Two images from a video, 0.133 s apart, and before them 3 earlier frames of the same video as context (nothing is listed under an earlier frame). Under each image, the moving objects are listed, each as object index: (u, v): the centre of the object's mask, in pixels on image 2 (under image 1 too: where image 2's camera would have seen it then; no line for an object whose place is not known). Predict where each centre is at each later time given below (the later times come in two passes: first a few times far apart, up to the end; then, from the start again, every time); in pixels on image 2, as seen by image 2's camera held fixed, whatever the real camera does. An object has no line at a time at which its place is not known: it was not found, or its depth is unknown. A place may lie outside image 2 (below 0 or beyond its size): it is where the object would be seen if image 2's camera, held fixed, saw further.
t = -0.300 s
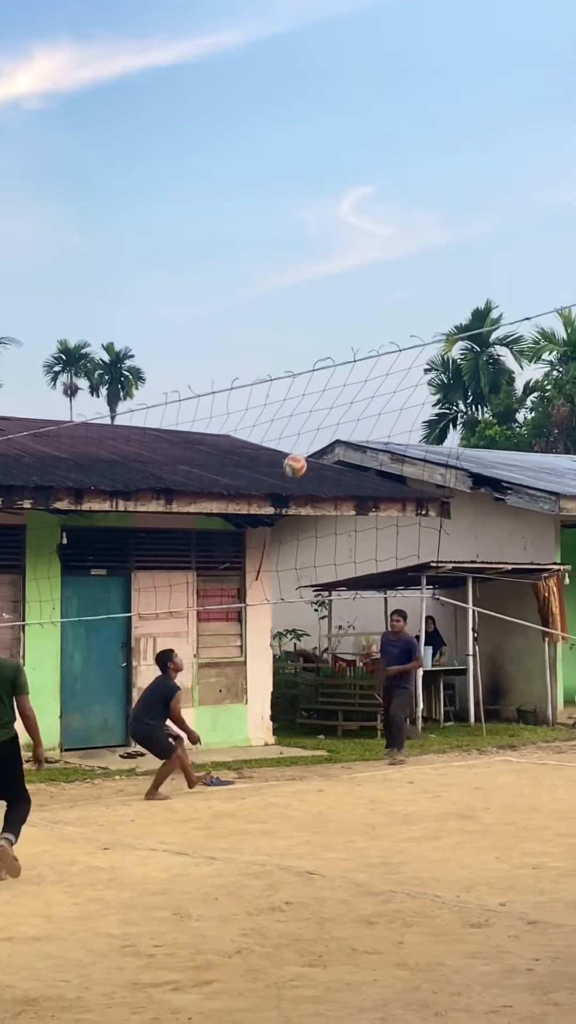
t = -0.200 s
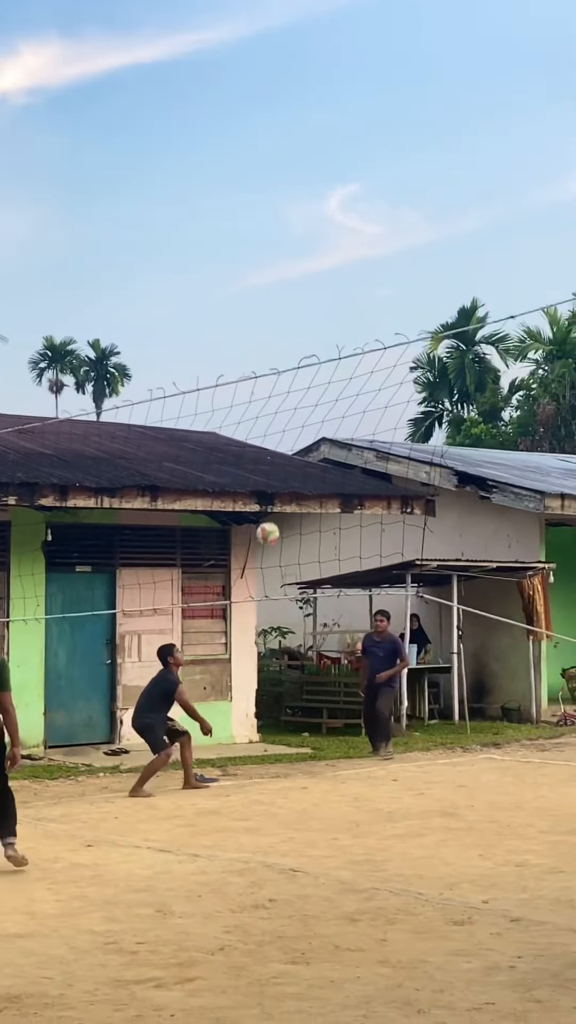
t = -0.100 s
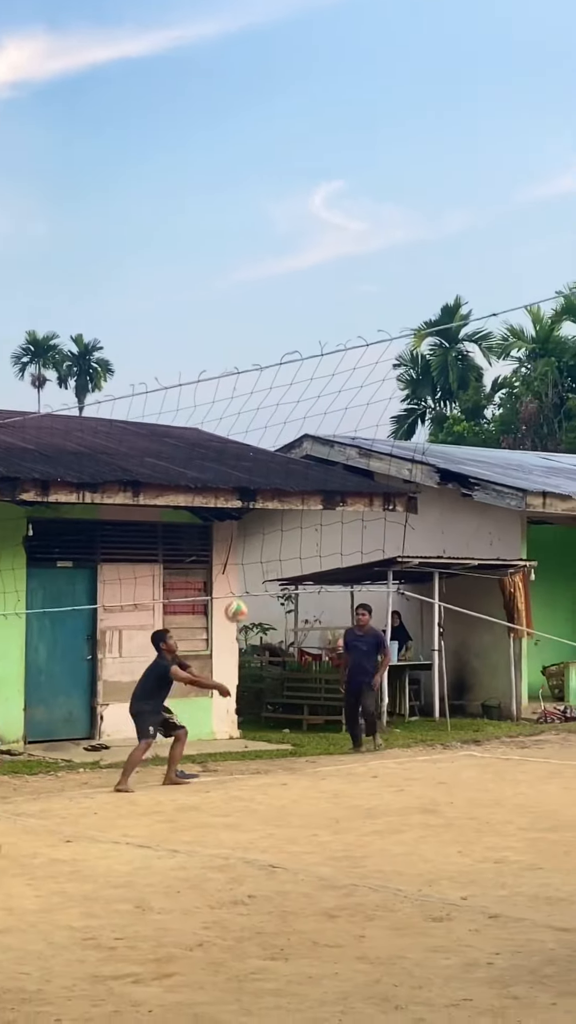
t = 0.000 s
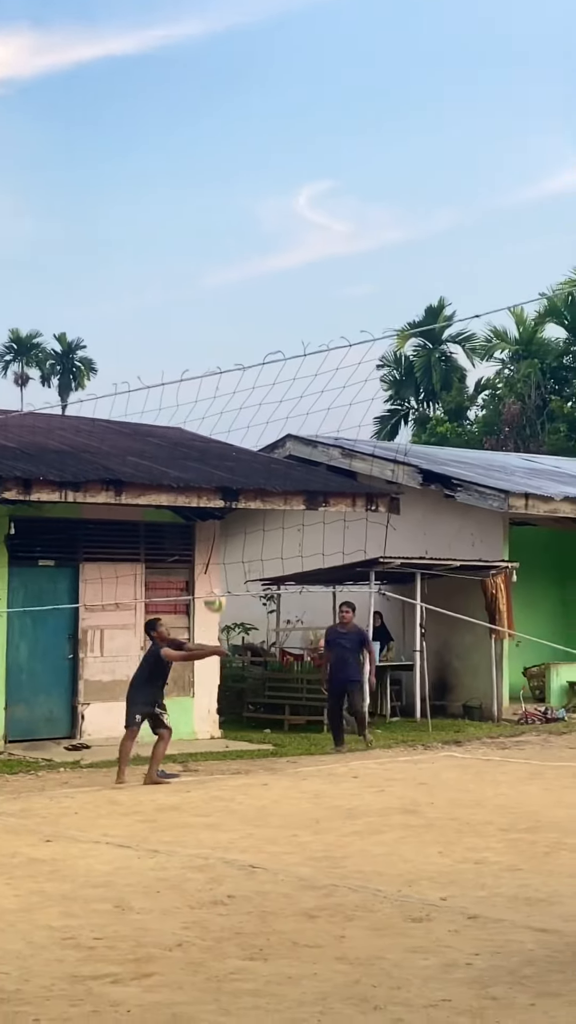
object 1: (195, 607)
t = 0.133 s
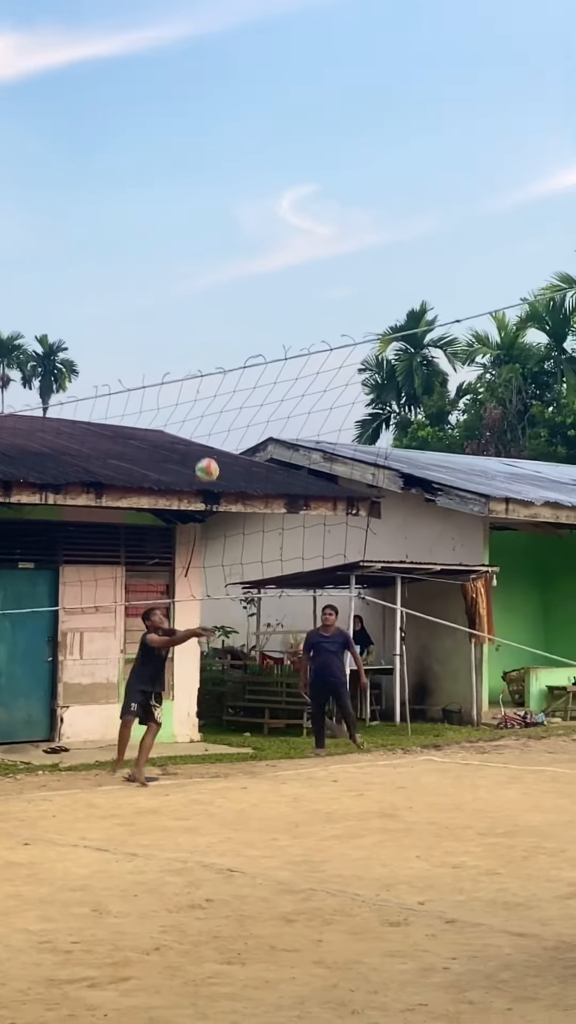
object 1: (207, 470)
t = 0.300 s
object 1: (222, 332)
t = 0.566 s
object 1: (244, 172)
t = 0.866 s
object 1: (268, 82)
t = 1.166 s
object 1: (293, 100)
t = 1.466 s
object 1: (323, 237)
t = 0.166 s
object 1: (210, 441)
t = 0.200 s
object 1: (212, 412)
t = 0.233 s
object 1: (216, 385)
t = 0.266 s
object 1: (218, 358)
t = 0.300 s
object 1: (222, 332)
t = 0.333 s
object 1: (225, 308)
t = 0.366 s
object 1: (228, 285)
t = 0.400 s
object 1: (231, 264)
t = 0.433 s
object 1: (233, 242)
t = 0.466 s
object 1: (236, 223)
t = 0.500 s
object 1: (239, 205)
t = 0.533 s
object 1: (241, 188)
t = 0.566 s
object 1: (244, 172)
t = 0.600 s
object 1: (246, 157)
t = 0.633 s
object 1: (249, 143)
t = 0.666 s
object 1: (252, 132)
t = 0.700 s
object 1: (254, 120)
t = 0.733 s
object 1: (257, 110)
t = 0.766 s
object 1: (260, 101)
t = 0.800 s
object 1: (262, 93)
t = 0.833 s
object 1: (265, 87)
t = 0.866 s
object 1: (268, 82)
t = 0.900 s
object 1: (270, 79)
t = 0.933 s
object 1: (273, 77)
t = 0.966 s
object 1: (276, 76)
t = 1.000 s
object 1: (279, 76)
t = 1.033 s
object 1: (282, 78)
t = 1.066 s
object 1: (285, 82)
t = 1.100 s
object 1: (287, 86)
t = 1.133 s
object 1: (290, 92)
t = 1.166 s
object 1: (293, 100)
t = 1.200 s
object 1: (296, 109)
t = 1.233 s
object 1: (299, 120)
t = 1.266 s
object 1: (302, 132)
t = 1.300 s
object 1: (306, 146)
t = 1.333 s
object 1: (309, 162)
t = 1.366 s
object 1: (313, 178)
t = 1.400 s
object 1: (316, 196)
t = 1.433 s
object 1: (320, 216)
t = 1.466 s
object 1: (323, 237)
